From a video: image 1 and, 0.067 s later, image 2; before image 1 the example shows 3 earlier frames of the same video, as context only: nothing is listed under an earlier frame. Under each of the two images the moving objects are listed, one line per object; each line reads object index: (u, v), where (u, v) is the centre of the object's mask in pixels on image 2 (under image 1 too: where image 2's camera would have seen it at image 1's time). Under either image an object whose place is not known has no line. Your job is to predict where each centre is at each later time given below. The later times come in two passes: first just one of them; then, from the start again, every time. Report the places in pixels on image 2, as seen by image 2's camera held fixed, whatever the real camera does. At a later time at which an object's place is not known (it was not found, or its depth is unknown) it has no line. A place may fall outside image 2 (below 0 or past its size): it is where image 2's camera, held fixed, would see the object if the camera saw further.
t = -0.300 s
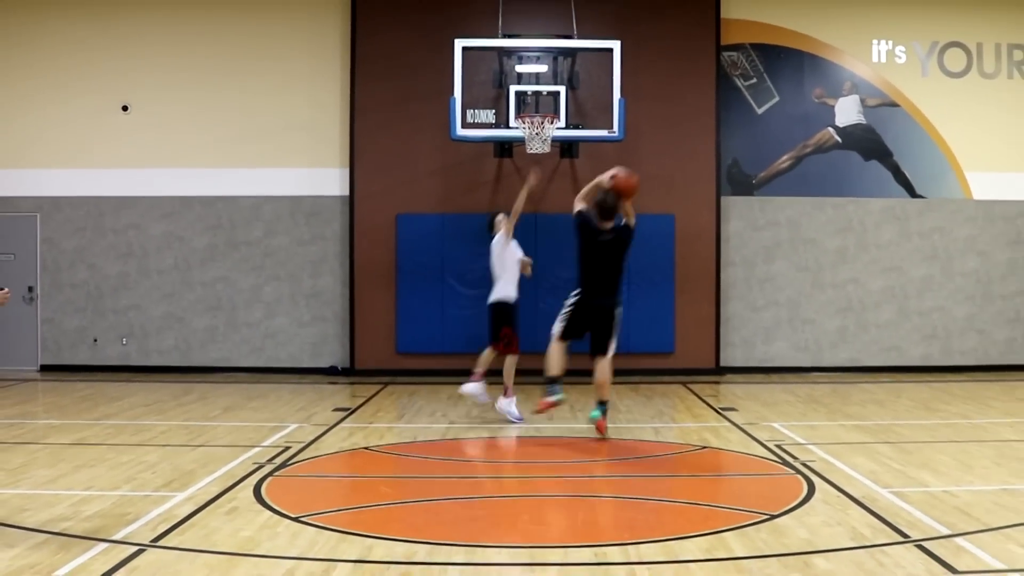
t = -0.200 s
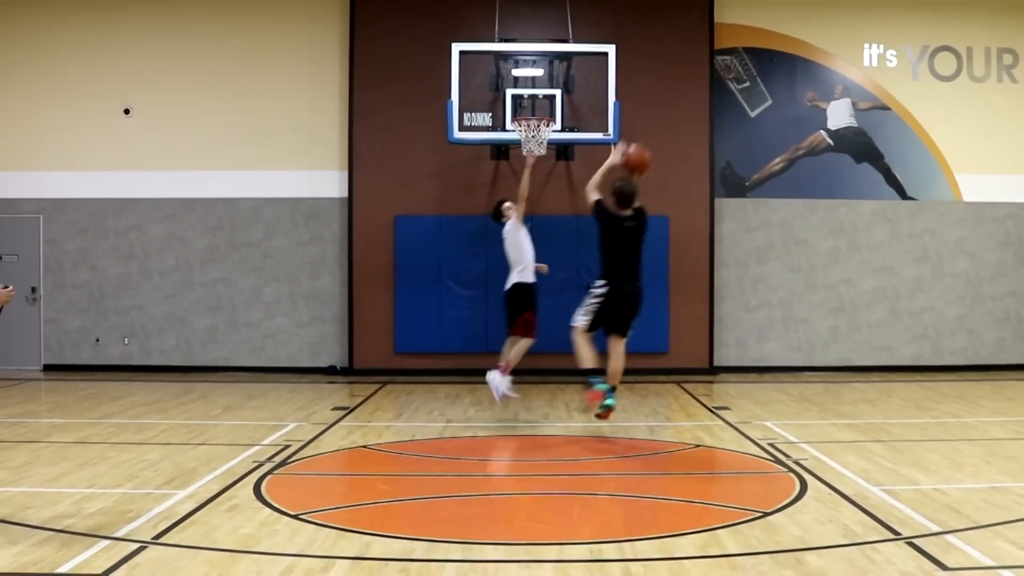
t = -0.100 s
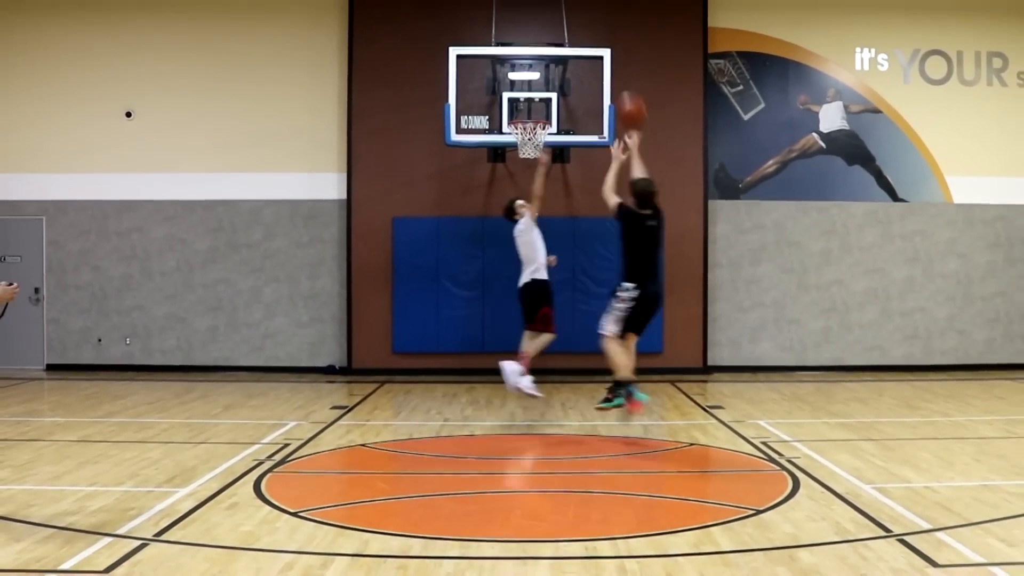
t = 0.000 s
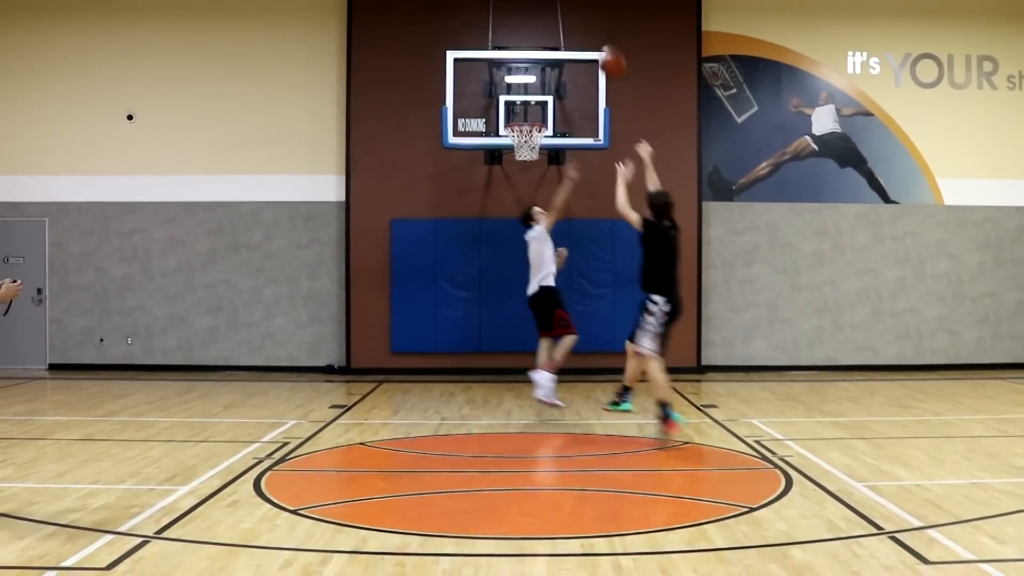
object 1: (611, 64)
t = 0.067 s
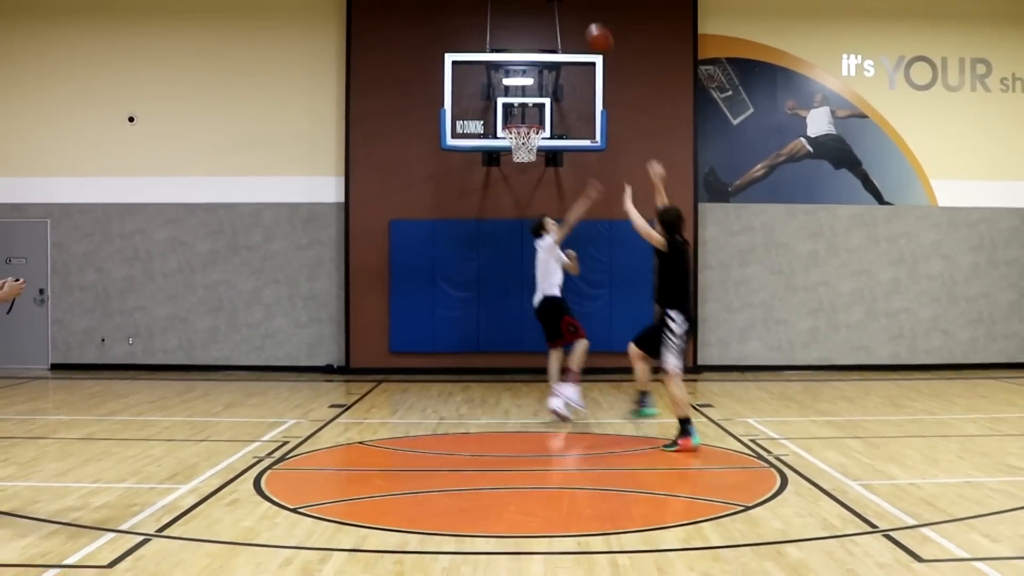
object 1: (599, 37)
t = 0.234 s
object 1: (577, 4)
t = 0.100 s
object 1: (594, 29)
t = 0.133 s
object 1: (589, 19)
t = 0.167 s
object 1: (585, 12)
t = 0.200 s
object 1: (581, 6)
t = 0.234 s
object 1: (577, 4)
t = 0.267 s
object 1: (572, 1)
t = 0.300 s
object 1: (568, 0)
